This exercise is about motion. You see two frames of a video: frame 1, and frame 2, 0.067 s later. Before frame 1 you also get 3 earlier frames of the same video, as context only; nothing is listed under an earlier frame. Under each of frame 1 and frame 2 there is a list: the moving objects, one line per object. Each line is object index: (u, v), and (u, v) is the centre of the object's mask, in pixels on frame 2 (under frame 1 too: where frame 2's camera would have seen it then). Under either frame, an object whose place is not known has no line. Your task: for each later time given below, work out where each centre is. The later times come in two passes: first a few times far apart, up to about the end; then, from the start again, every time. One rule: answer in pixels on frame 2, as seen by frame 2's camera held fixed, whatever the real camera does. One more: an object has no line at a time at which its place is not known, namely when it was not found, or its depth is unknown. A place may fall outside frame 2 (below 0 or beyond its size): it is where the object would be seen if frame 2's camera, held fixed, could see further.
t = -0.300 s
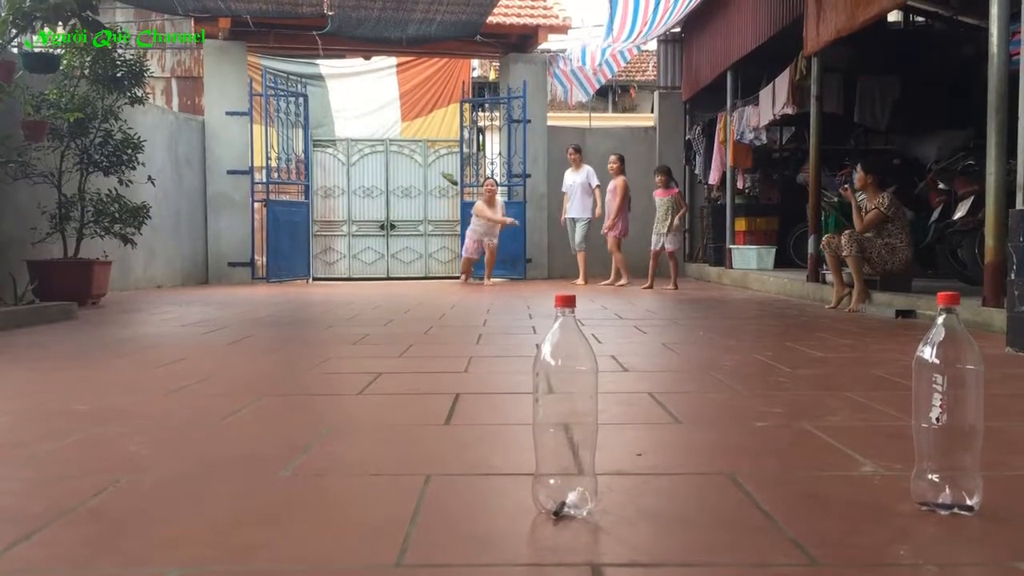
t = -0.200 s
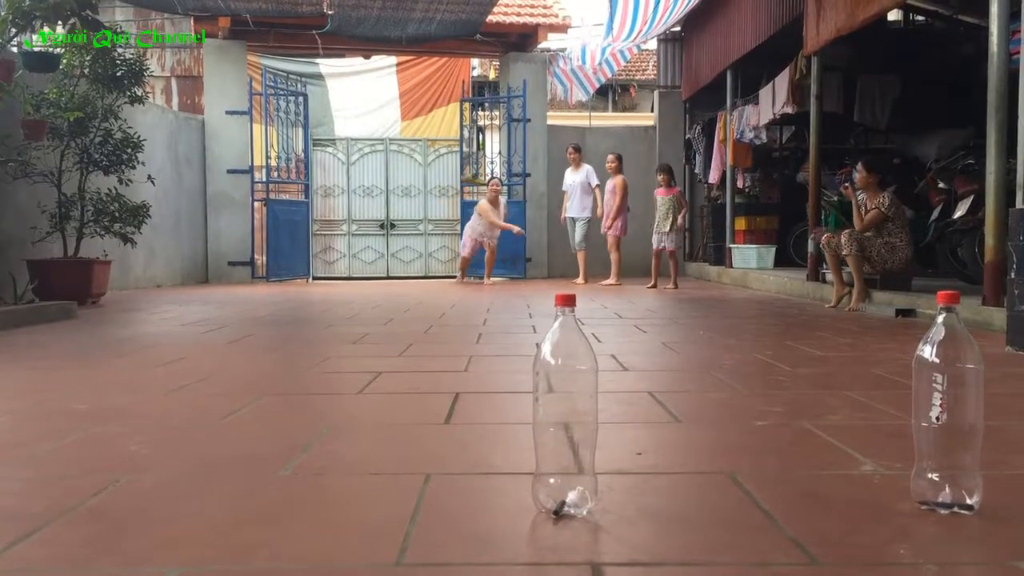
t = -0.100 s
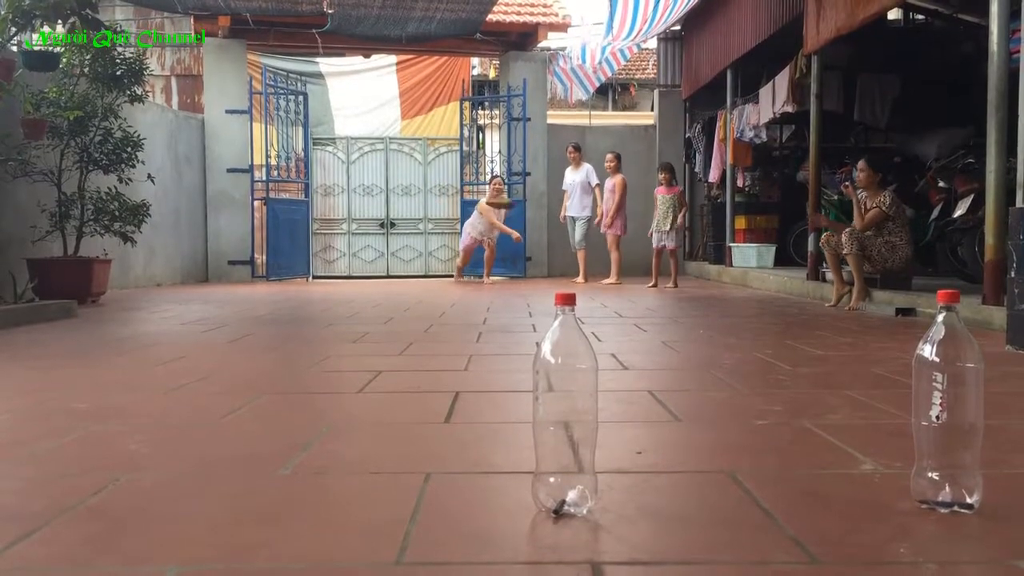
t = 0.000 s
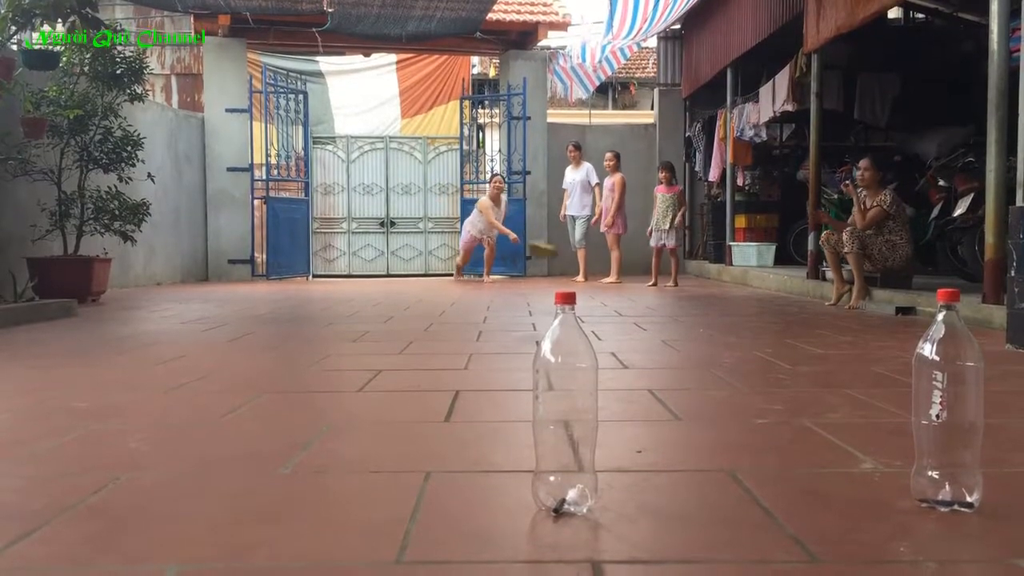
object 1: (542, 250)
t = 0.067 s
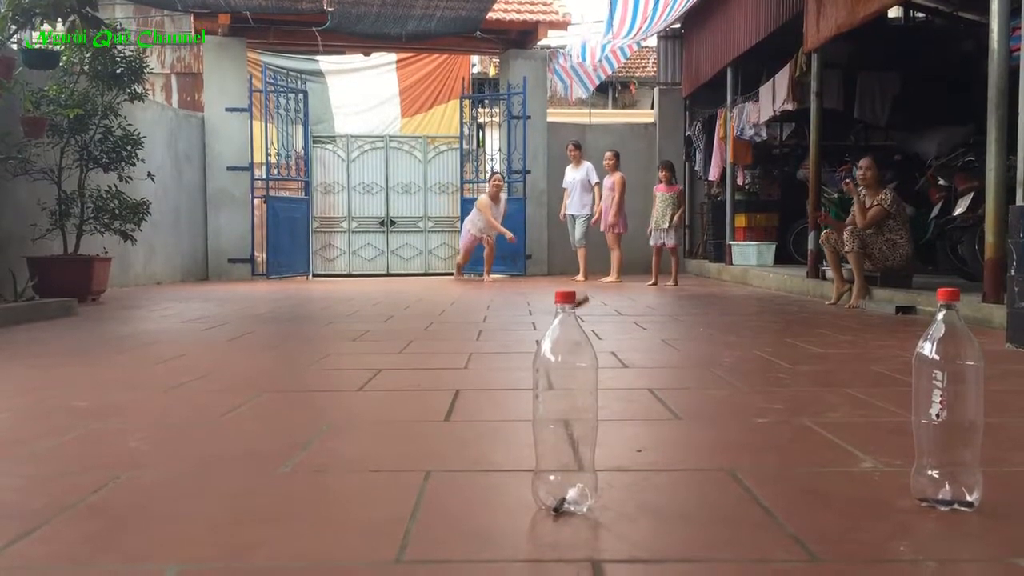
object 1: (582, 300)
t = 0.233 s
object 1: (679, 336)
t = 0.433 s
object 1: (807, 373)
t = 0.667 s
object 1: (900, 352)
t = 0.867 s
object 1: (923, 451)
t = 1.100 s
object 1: (818, 461)
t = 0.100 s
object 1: (604, 336)
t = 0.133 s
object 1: (621, 334)
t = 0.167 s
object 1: (639, 332)
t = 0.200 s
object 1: (660, 333)
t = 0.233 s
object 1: (679, 336)
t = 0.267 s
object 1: (702, 345)
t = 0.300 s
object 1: (722, 350)
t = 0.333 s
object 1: (741, 353)
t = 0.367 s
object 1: (761, 357)
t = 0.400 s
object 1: (786, 368)
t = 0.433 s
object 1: (807, 373)
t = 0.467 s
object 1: (818, 358)
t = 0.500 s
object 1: (830, 349)
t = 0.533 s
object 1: (845, 340)
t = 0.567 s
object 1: (859, 334)
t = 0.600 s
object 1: (873, 334)
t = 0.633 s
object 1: (890, 346)
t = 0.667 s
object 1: (900, 352)
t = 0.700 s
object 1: (895, 365)
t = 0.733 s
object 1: (908, 402)
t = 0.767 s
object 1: (921, 449)
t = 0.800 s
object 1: (931, 470)
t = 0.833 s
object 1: (934, 457)
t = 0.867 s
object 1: (923, 451)
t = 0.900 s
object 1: (910, 452)
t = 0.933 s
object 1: (893, 450)
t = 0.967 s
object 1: (878, 451)
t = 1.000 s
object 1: (863, 456)
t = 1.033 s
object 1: (849, 462)
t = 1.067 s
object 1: (834, 471)
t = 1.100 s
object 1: (818, 461)
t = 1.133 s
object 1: (805, 451)
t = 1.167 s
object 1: (793, 448)
